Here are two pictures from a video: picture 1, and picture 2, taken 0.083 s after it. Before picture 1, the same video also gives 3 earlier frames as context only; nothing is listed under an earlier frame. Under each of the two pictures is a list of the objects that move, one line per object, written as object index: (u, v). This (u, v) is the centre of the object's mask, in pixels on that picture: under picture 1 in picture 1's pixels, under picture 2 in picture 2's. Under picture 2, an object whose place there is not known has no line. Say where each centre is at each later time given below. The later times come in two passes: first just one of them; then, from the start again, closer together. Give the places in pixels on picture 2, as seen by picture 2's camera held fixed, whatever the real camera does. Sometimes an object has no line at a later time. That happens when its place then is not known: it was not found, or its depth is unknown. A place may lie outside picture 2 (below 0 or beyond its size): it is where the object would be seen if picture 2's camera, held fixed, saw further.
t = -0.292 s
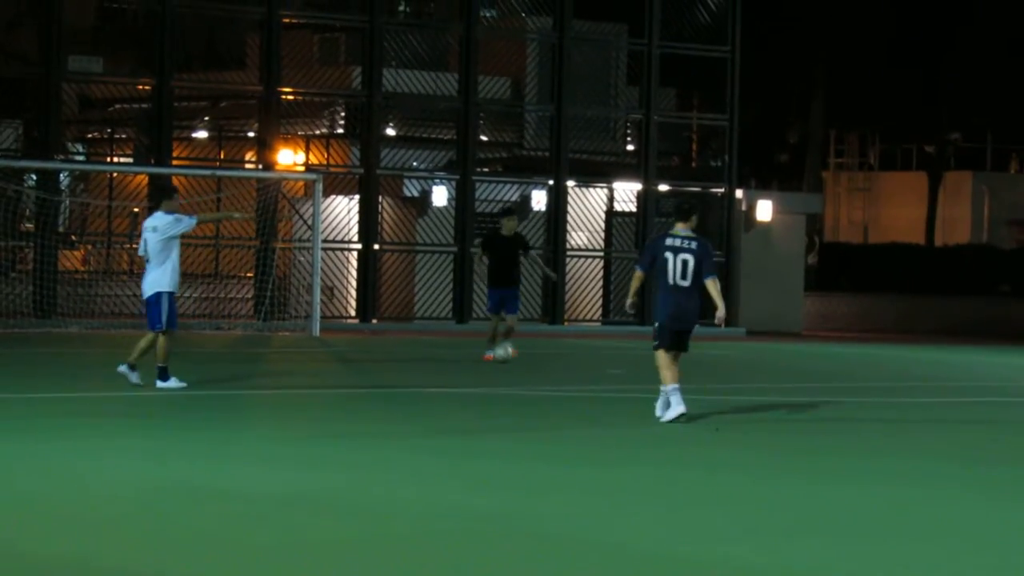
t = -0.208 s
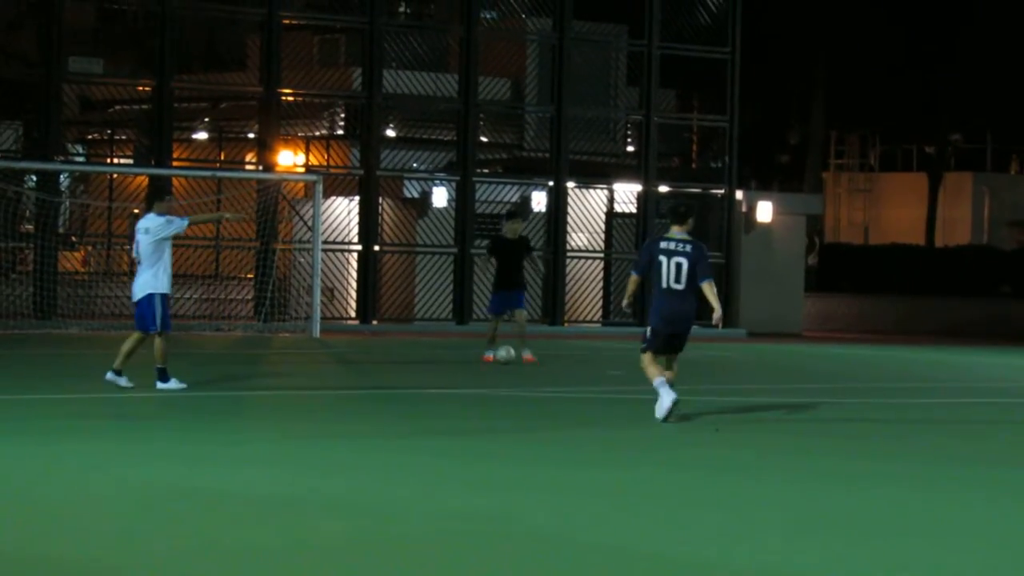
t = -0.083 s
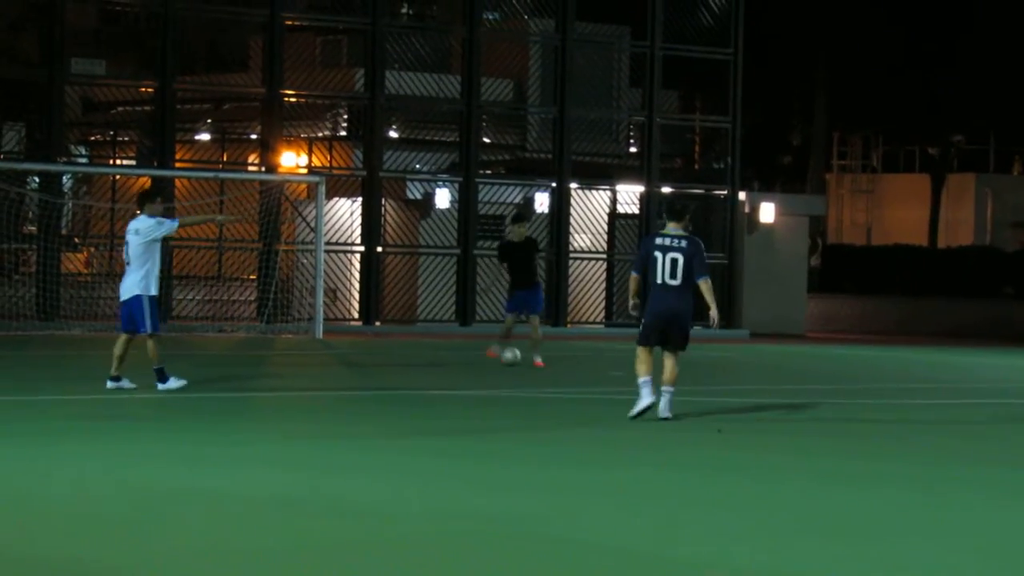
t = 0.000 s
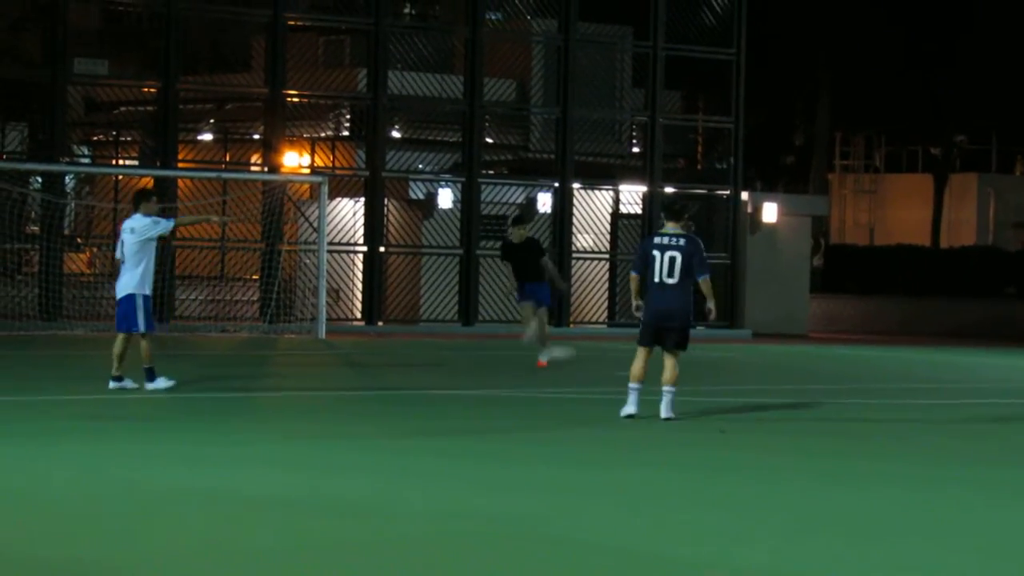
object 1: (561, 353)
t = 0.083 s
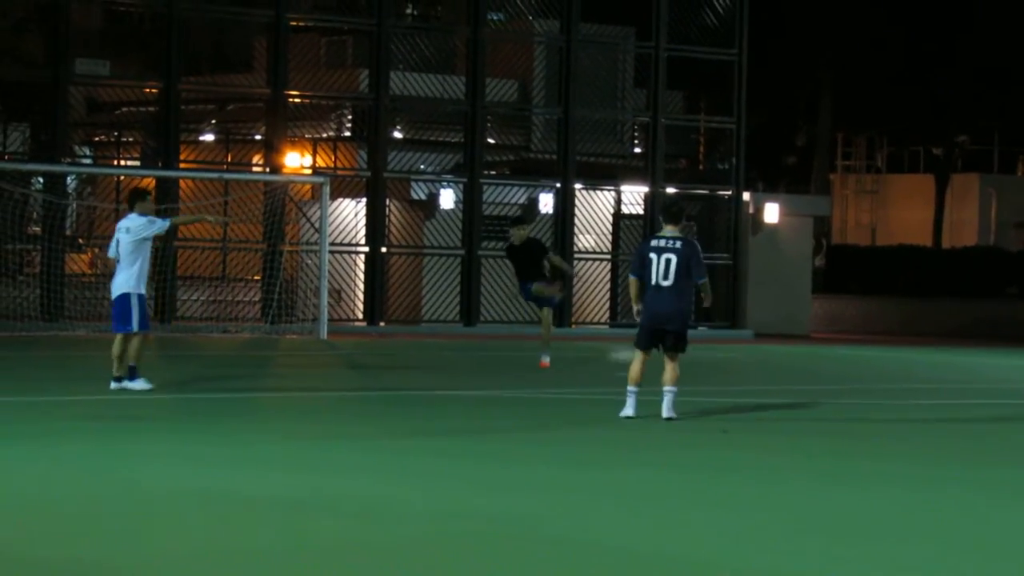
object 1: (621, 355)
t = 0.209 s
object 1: (736, 372)
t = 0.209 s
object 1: (736, 372)
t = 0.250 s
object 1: (770, 373)
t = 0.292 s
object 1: (804, 371)
